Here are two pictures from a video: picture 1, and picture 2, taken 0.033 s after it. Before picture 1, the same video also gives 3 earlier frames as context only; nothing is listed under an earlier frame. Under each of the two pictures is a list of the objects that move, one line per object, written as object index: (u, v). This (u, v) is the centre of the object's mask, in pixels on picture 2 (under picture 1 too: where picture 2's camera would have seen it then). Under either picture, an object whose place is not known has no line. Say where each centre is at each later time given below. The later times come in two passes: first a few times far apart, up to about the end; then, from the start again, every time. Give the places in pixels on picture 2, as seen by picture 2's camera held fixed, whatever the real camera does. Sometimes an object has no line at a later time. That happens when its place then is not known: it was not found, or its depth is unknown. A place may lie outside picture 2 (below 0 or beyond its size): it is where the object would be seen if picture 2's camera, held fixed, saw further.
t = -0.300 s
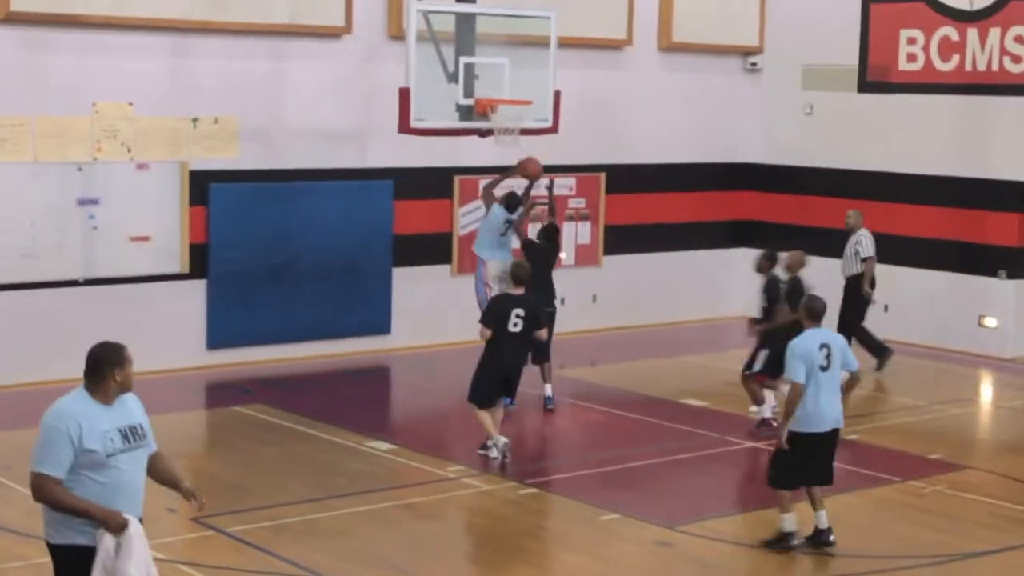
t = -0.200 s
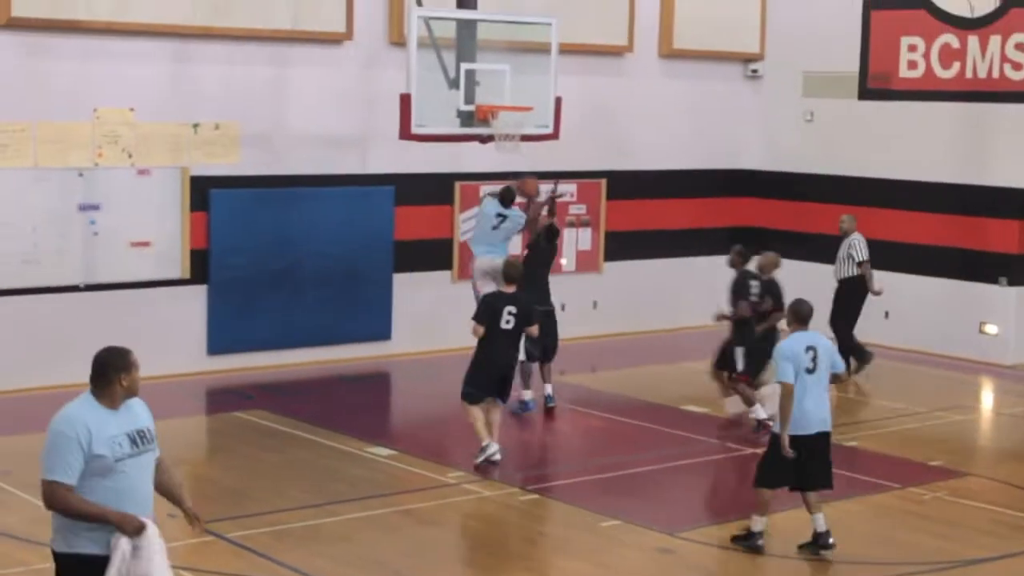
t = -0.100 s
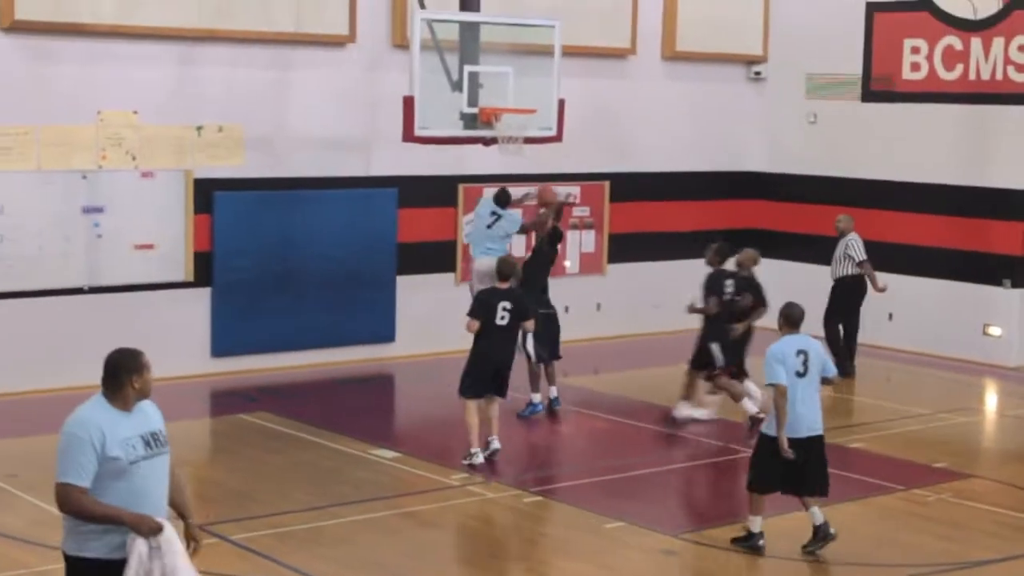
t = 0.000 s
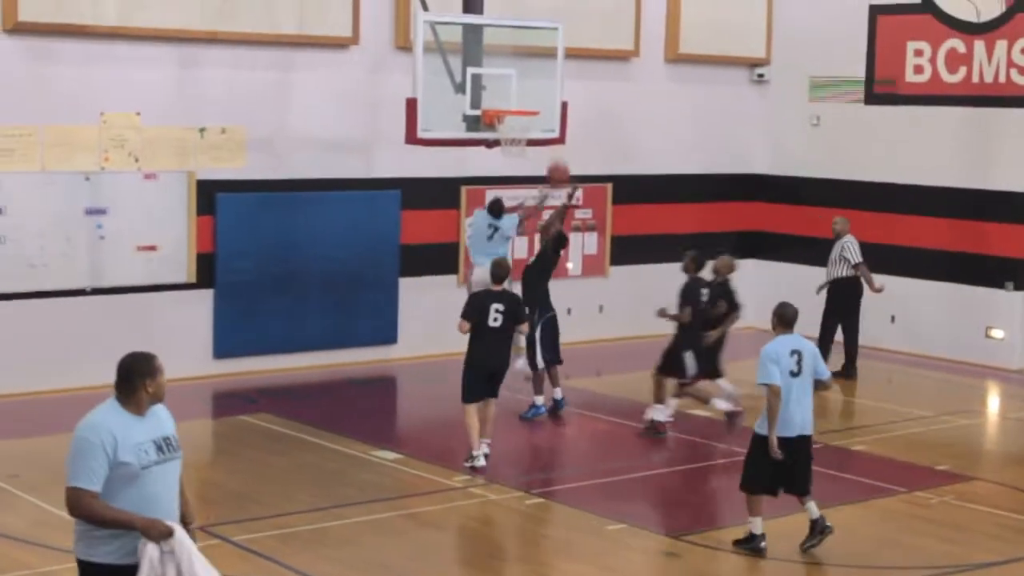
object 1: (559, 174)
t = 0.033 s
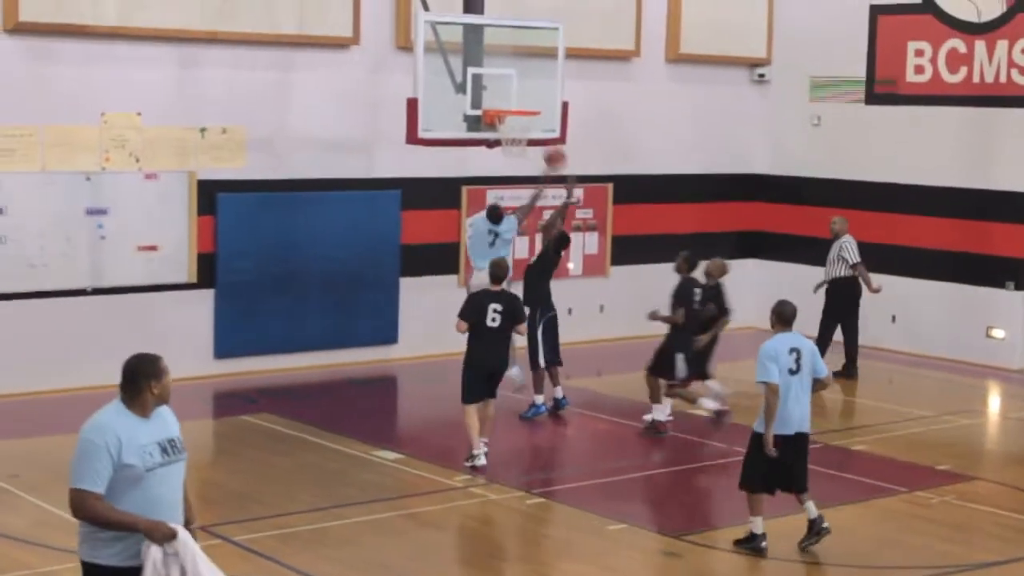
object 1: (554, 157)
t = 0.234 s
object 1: (529, 96)
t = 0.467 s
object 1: (521, 100)
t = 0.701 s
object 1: (514, 104)
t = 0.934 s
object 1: (510, 147)
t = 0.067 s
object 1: (547, 139)
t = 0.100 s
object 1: (541, 125)
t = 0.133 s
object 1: (533, 111)
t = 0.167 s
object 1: (531, 102)
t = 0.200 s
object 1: (530, 99)
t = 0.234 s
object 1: (529, 96)
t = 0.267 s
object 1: (528, 94)
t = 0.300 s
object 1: (527, 93)
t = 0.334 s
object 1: (525, 93)
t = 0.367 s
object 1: (524, 94)
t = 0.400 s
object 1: (523, 95)
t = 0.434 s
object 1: (522, 98)
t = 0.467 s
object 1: (521, 100)
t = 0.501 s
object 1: (520, 99)
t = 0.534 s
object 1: (519, 98)
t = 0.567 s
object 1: (518, 98)
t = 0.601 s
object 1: (517, 99)
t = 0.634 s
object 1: (516, 100)
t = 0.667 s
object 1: (515, 102)
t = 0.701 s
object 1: (514, 104)
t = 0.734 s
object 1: (514, 112)
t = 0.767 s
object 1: (512, 116)
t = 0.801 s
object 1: (512, 123)
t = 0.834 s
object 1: (512, 128)
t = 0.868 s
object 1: (511, 134)
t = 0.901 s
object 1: (510, 141)
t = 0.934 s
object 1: (510, 147)
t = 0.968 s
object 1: (510, 157)
